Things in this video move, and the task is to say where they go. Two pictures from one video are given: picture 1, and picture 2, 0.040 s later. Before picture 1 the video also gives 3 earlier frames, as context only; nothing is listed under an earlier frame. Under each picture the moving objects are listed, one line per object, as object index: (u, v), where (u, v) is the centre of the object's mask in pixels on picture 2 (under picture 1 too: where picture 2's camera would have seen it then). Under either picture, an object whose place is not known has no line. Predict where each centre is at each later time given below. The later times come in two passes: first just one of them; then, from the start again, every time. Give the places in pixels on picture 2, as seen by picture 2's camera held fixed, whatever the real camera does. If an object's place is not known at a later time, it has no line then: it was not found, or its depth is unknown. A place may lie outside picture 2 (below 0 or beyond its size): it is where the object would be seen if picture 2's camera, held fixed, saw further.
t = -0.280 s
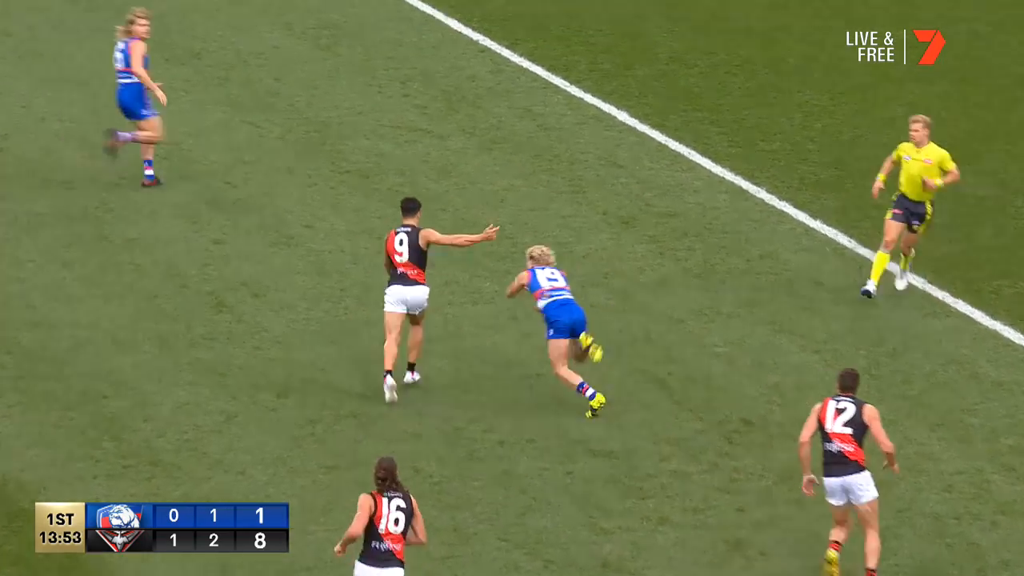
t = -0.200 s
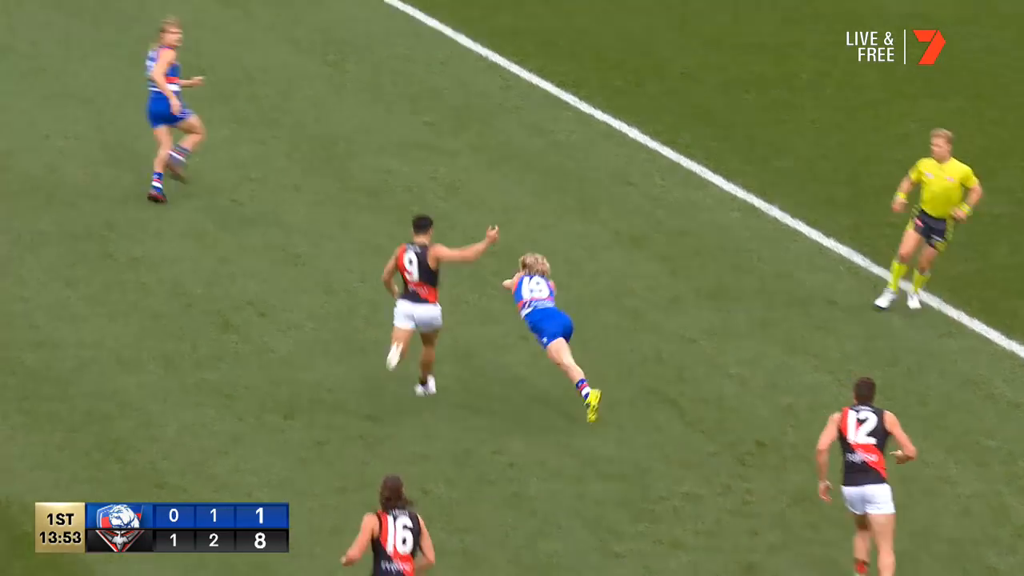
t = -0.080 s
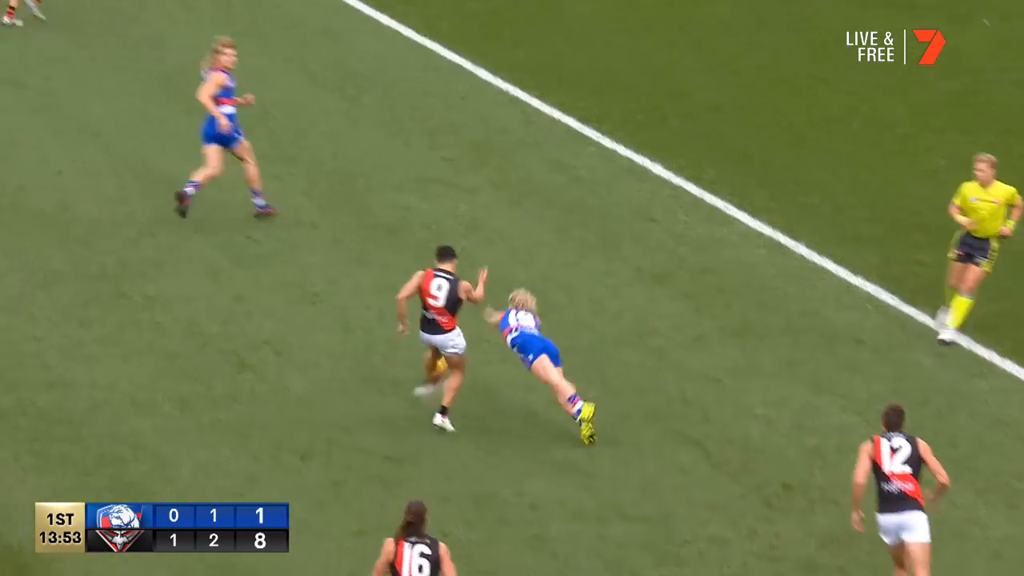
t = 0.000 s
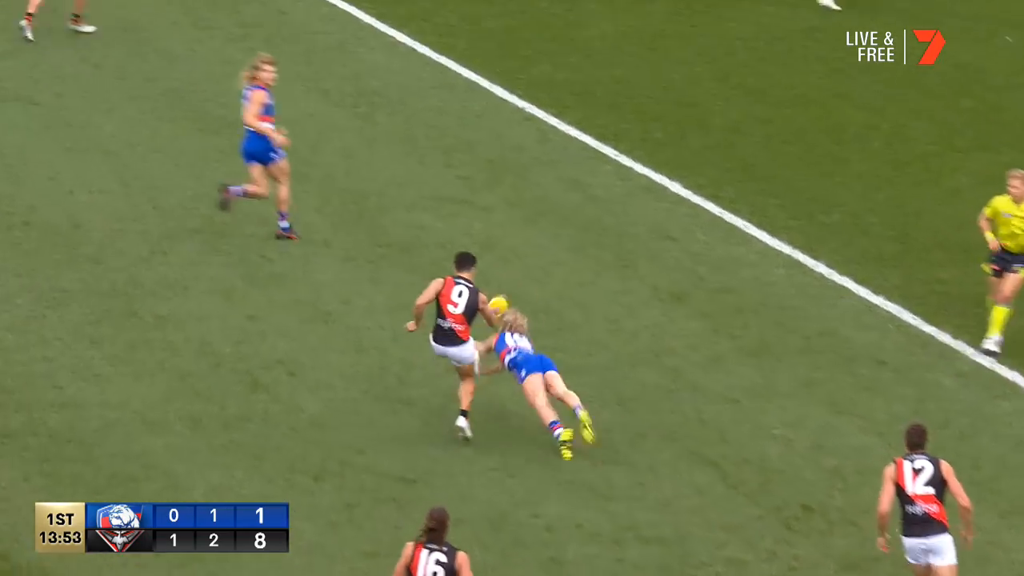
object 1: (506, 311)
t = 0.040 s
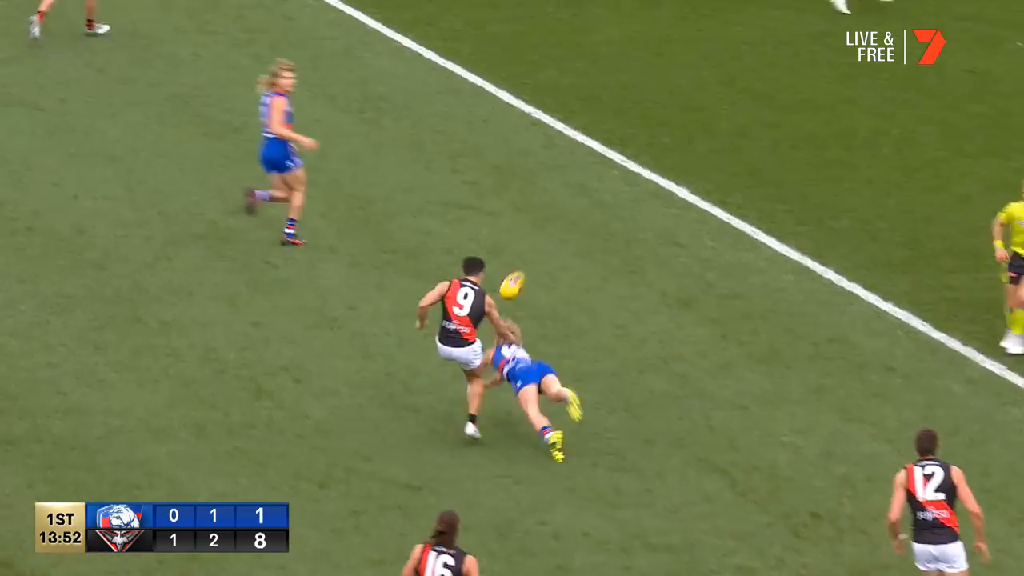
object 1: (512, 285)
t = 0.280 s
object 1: (556, 167)
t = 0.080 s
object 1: (517, 263)
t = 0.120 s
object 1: (525, 239)
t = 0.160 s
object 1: (534, 218)
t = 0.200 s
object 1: (539, 202)
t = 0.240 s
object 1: (546, 184)
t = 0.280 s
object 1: (556, 167)
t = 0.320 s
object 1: (563, 156)
